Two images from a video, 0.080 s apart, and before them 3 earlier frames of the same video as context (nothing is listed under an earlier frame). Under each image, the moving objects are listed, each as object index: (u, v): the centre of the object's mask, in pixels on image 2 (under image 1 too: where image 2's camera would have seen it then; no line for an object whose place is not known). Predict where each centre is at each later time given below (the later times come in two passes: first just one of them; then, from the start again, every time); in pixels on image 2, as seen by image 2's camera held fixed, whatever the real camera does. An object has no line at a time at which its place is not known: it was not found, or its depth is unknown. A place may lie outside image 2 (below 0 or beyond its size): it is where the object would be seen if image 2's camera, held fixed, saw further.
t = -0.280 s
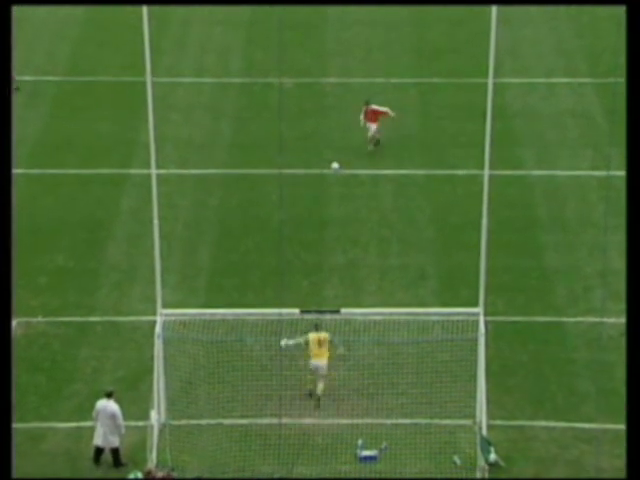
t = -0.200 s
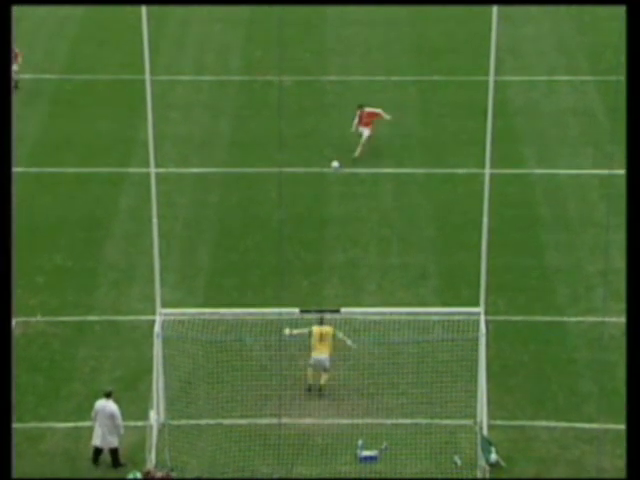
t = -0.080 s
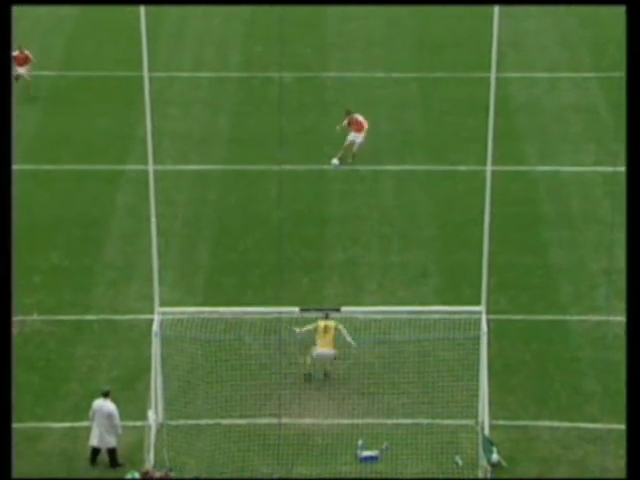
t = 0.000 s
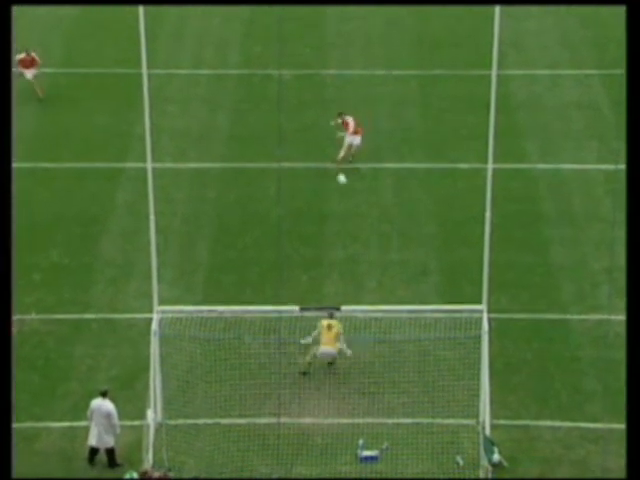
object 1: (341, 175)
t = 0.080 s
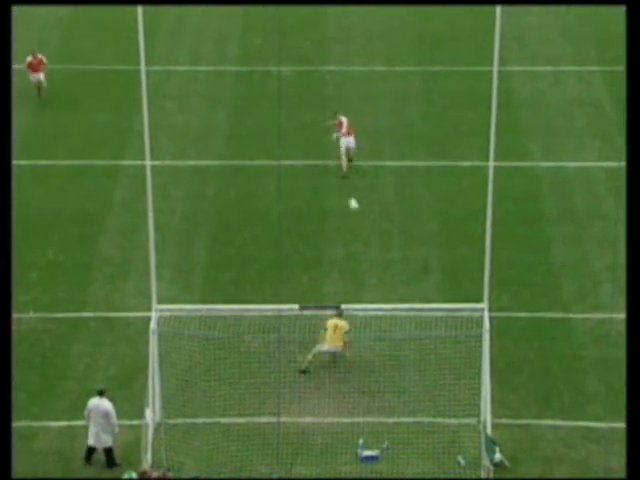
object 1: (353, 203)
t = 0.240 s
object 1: (383, 273)
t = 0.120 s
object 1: (359, 219)
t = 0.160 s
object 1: (367, 235)
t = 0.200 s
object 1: (375, 254)
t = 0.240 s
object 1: (383, 273)
